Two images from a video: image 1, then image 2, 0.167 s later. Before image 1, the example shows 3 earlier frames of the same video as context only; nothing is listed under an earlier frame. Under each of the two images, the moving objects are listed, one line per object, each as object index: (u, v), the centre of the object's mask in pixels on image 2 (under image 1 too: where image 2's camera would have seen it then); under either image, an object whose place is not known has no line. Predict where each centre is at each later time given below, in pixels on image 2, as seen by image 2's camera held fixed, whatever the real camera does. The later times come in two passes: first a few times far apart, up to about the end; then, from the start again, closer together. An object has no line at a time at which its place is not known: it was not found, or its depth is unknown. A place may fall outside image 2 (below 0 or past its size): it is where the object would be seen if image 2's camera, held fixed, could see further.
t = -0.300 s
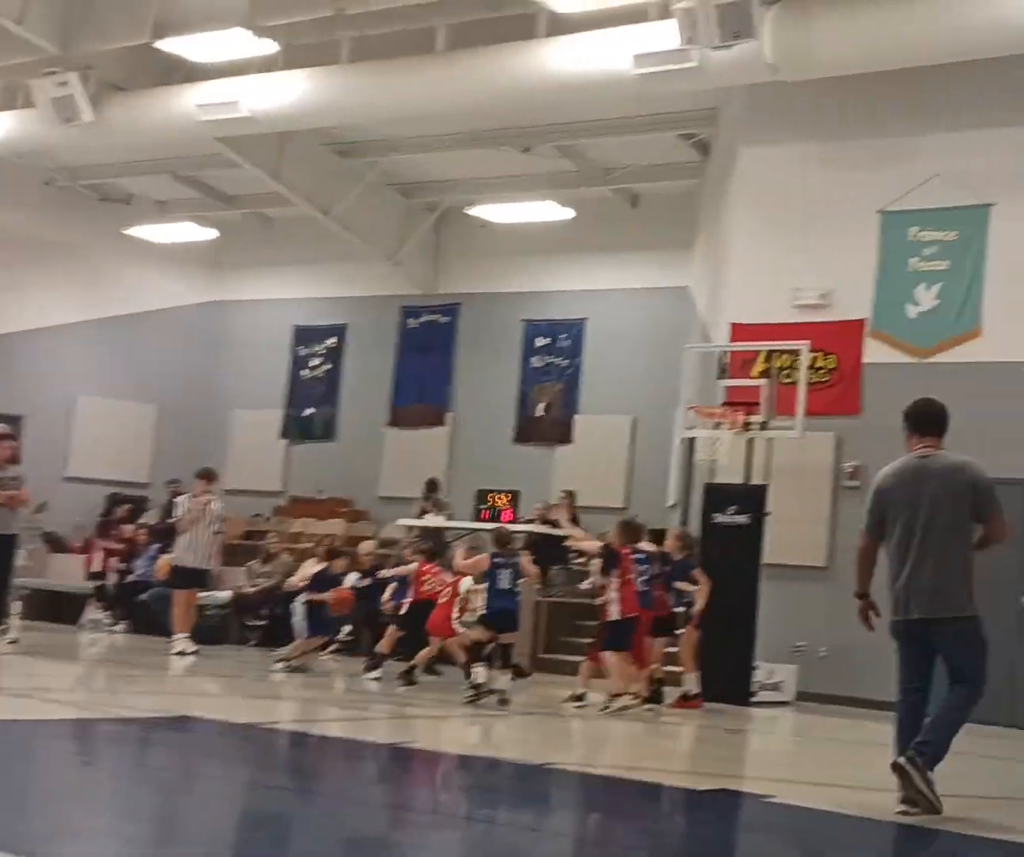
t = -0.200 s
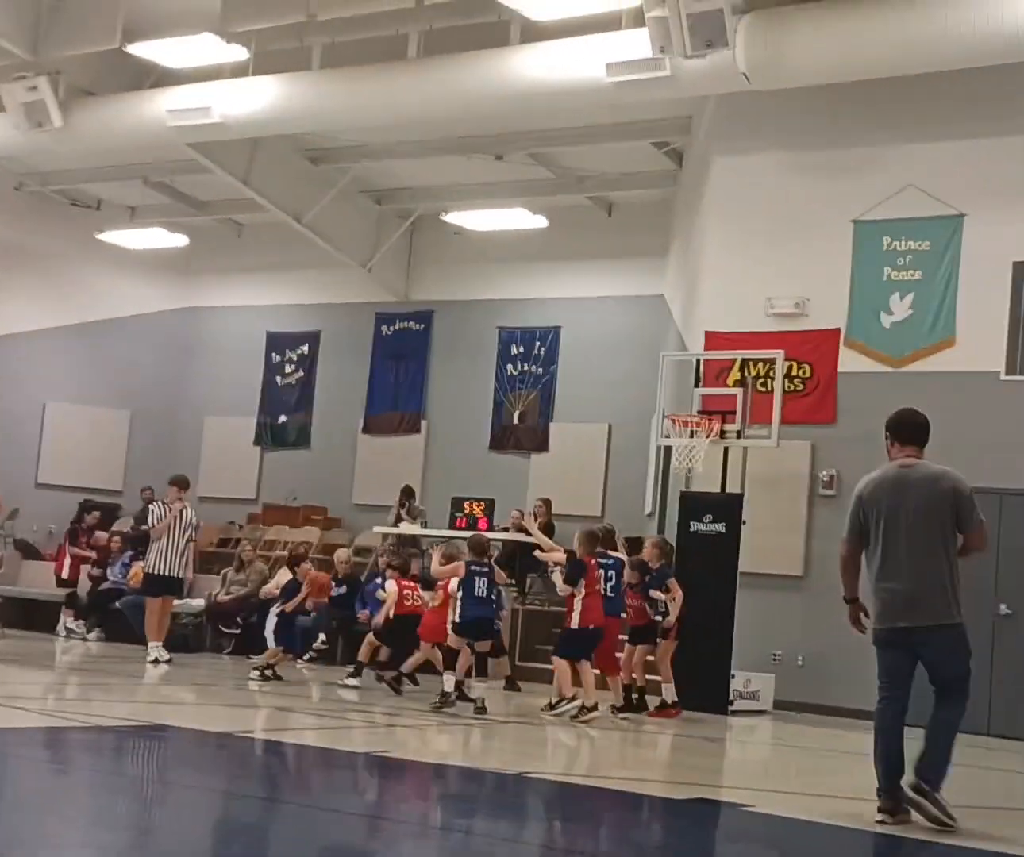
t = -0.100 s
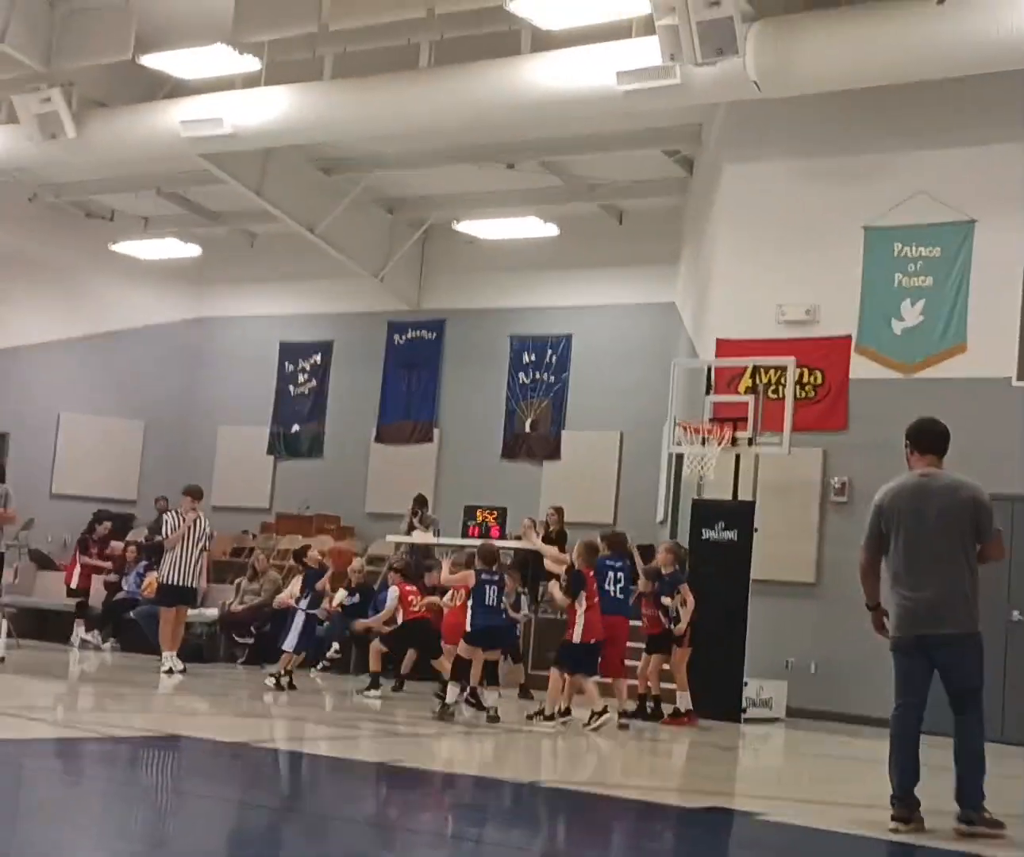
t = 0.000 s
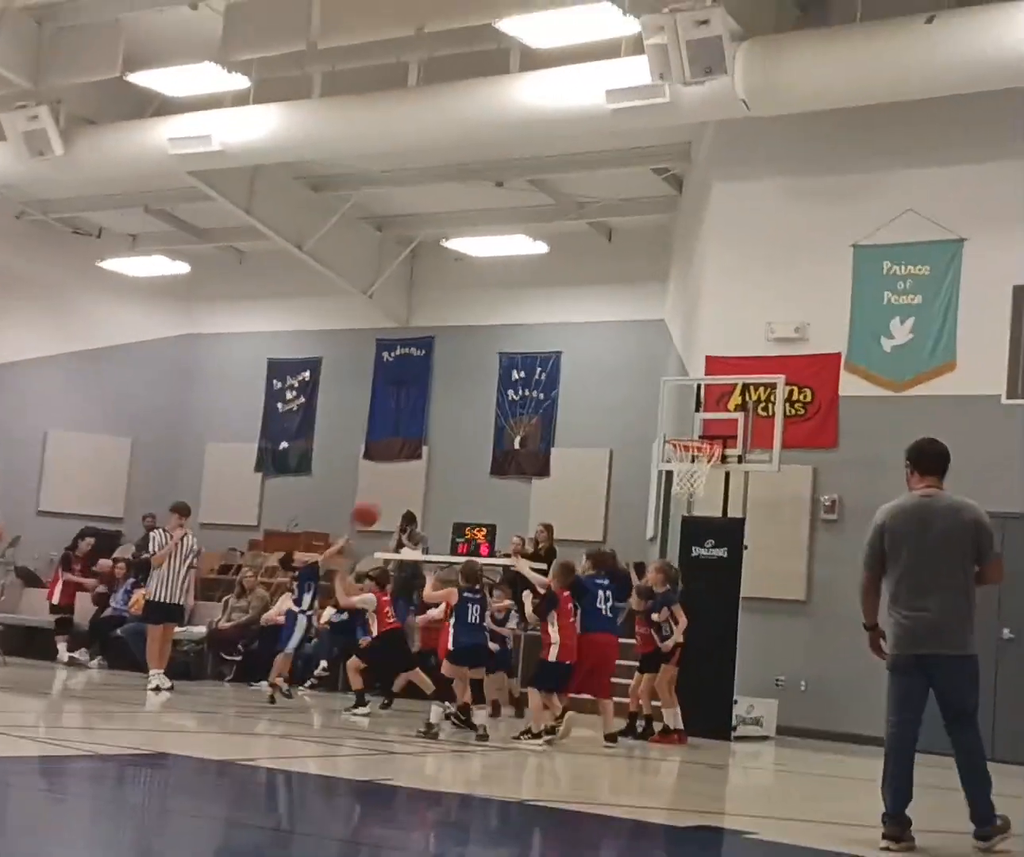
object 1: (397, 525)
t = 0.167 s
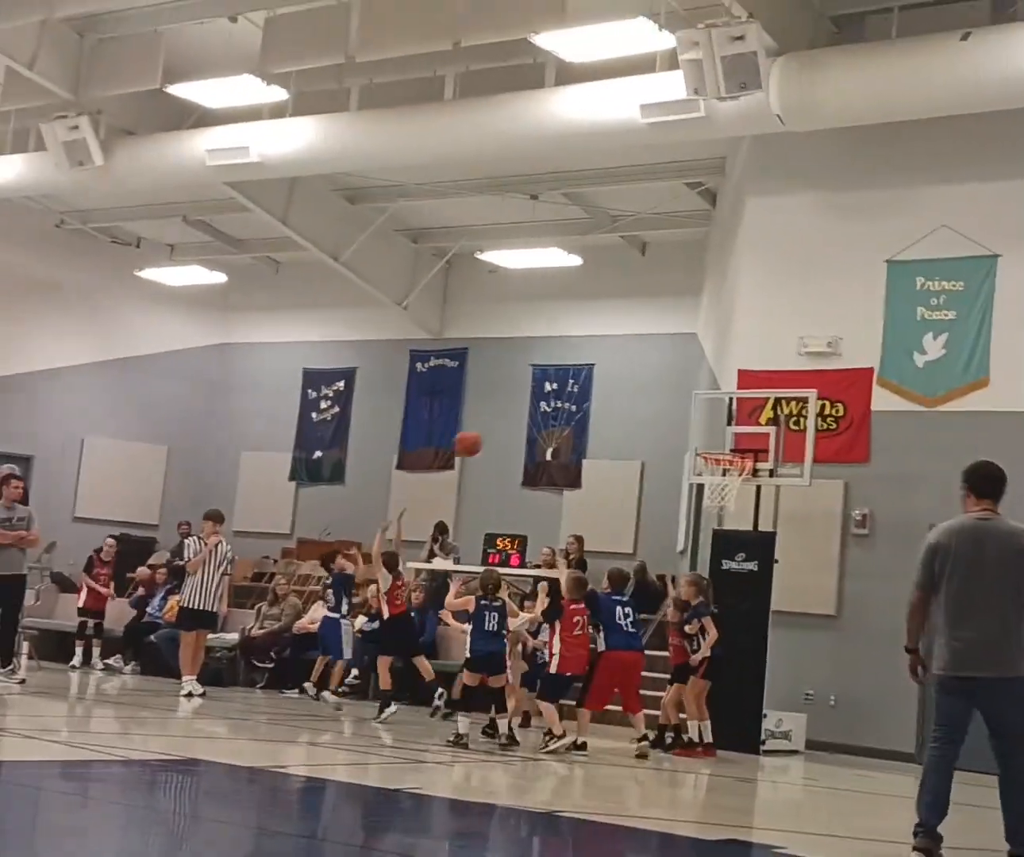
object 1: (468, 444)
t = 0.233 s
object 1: (495, 420)
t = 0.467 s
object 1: (581, 380)
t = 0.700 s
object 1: (661, 403)
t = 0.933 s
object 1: (732, 469)
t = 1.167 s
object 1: (751, 496)
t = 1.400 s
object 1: (744, 549)
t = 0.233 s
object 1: (495, 420)
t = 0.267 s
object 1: (507, 411)
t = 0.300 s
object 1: (519, 403)
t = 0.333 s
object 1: (532, 395)
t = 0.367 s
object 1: (544, 390)
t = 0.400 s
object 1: (556, 385)
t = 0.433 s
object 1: (568, 381)
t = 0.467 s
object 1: (581, 380)
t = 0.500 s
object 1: (592, 380)
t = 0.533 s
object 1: (605, 381)
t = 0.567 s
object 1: (616, 383)
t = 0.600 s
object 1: (627, 385)
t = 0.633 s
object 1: (638, 391)
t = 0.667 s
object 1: (649, 396)
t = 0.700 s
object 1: (661, 403)
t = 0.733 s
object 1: (672, 411)
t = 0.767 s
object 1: (682, 420)
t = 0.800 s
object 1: (693, 430)
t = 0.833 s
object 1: (704, 441)
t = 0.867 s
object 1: (714, 446)
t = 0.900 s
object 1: (725, 449)
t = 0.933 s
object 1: (732, 469)
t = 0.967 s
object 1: (742, 476)
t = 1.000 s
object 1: (747, 481)
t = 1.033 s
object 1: (751, 482)
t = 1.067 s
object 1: (749, 491)
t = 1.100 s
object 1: (750, 491)
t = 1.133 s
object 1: (751, 492)
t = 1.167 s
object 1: (751, 496)
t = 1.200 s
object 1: (750, 499)
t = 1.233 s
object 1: (750, 502)
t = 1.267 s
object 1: (748, 508)
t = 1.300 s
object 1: (747, 516)
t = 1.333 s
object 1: (746, 526)
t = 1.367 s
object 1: (745, 537)
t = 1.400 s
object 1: (744, 549)
